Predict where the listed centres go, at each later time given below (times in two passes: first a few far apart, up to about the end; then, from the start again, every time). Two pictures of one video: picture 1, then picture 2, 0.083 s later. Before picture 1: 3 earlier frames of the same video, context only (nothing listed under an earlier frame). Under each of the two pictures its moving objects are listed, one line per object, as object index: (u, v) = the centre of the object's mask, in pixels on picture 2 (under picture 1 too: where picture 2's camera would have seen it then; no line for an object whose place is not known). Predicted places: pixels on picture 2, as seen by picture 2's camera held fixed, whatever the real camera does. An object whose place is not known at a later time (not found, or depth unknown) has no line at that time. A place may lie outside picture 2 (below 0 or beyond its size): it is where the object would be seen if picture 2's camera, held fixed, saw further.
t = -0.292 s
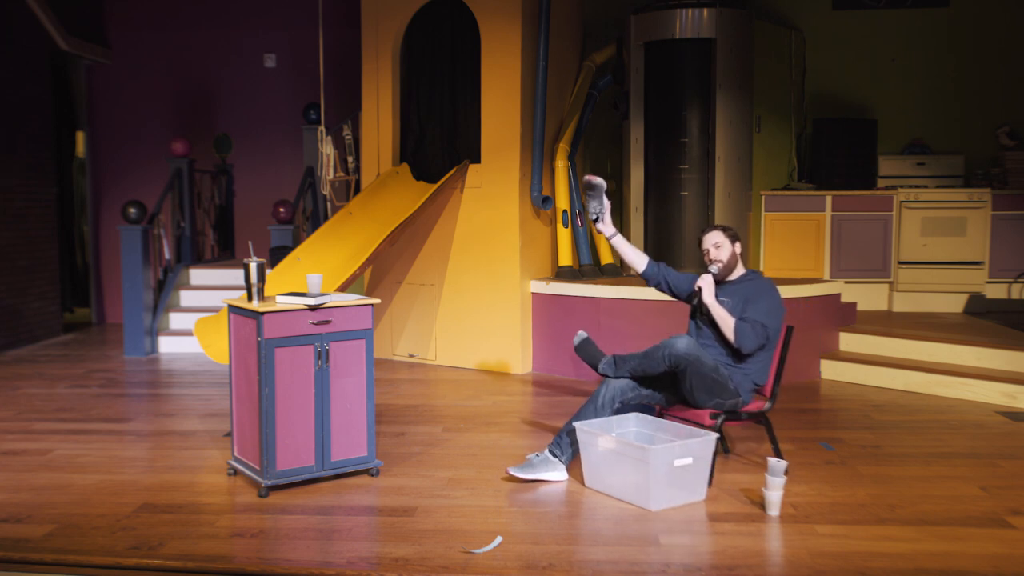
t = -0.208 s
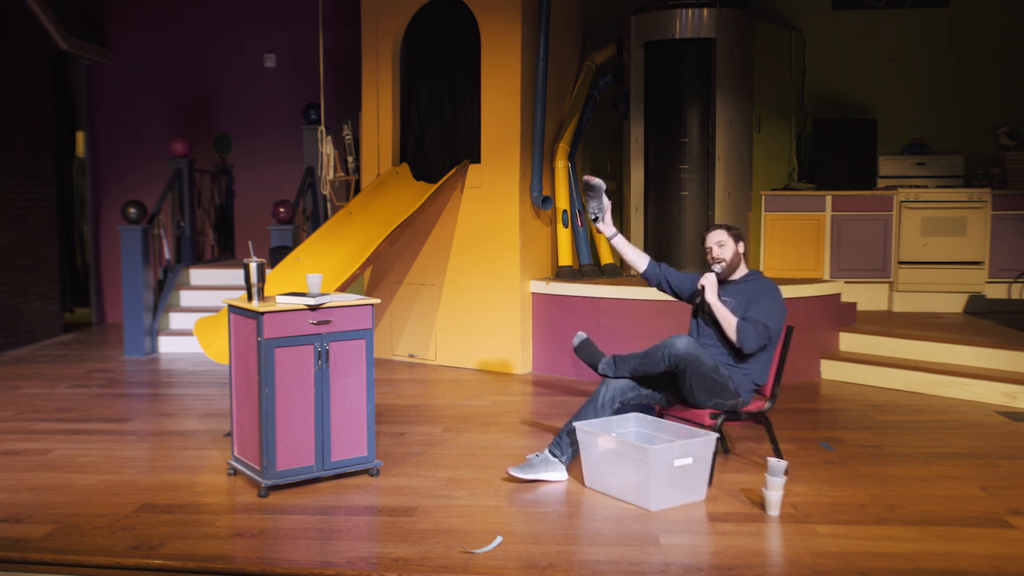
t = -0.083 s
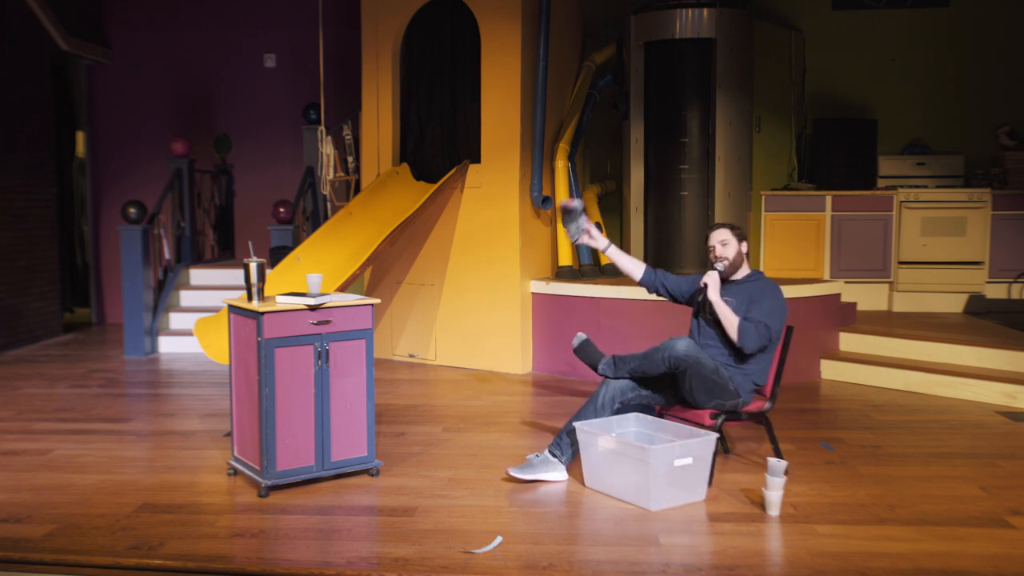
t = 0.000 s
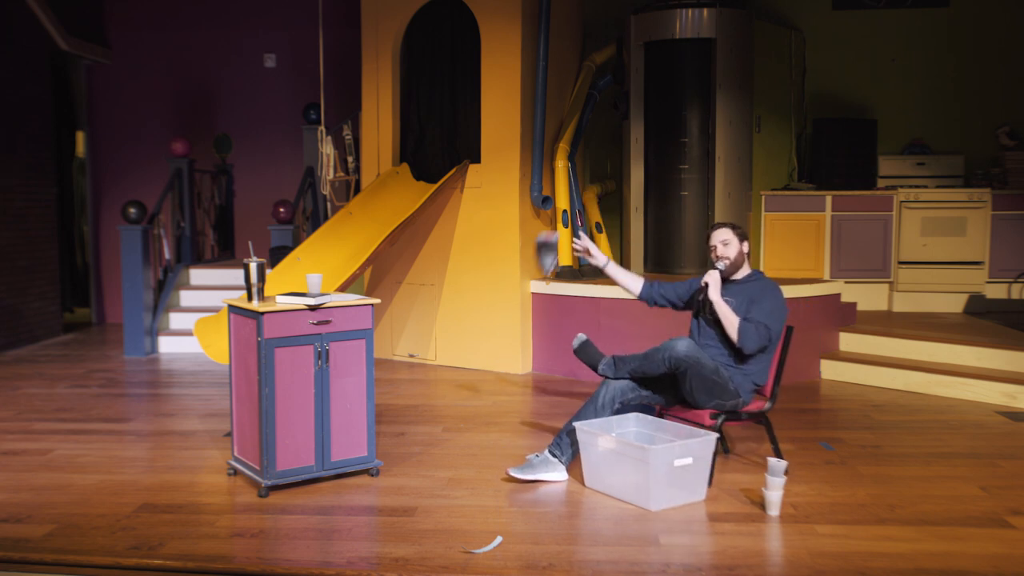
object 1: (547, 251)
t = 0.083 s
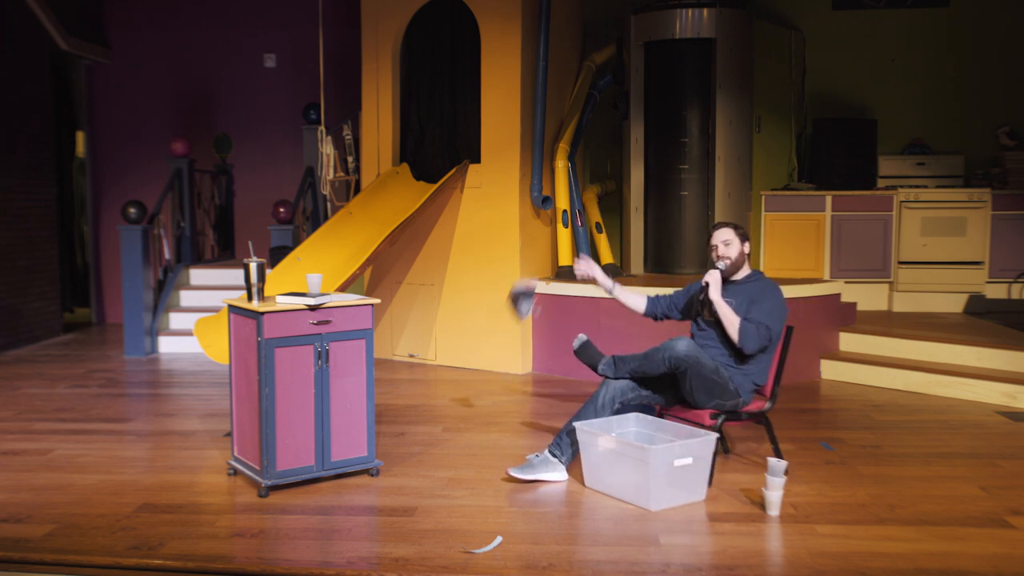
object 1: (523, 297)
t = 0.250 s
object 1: (479, 424)
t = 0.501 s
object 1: (462, 442)
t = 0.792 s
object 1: (455, 455)
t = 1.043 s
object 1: (454, 455)
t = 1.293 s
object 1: (453, 455)
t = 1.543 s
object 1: (454, 455)
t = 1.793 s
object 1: (454, 455)
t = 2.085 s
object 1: (453, 455)
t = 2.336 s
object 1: (454, 455)
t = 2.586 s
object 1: (454, 455)
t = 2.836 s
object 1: (454, 455)
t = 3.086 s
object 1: (454, 455)
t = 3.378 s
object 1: (454, 455)
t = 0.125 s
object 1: (511, 325)
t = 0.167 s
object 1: (501, 357)
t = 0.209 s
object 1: (489, 390)
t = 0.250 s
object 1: (479, 424)
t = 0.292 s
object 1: (468, 448)
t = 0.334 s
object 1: (466, 442)
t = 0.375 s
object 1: (462, 440)
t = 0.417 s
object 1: (459, 440)
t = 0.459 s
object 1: (460, 441)
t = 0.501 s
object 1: (462, 442)
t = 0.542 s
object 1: (461, 445)
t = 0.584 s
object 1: (459, 452)
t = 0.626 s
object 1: (459, 452)
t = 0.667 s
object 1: (458, 454)
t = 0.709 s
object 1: (457, 455)
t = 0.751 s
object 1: (456, 456)
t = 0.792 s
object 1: (455, 455)
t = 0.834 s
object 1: (454, 455)
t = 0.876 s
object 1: (453, 454)
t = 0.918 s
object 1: (452, 454)
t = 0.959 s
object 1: (452, 454)
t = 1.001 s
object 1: (453, 454)
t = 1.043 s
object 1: (454, 455)
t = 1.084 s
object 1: (454, 455)
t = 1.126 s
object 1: (455, 455)
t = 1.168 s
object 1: (454, 455)
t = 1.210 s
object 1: (454, 455)
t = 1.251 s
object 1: (453, 455)
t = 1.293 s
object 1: (453, 455)
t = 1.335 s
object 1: (454, 455)
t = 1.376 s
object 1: (454, 455)
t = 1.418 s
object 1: (454, 455)
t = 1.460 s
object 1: (454, 455)
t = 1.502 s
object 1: (454, 455)
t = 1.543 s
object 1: (454, 455)
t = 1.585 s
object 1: (454, 455)
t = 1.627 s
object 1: (453, 455)
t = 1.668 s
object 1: (454, 455)
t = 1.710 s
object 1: (453, 455)
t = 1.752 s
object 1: (454, 455)
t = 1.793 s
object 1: (454, 455)
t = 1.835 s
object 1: (454, 455)
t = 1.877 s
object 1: (454, 455)
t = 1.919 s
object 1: (454, 455)
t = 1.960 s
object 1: (454, 455)
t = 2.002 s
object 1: (454, 455)
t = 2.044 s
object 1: (454, 455)
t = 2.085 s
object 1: (453, 455)
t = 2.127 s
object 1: (453, 455)
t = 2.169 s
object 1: (453, 455)
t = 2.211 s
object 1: (454, 455)
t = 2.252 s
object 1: (454, 455)
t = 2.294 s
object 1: (454, 455)
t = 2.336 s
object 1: (454, 455)
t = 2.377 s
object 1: (454, 455)
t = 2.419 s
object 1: (454, 455)
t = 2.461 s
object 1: (454, 455)
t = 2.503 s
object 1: (454, 455)
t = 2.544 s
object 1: (454, 455)
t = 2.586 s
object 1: (454, 455)
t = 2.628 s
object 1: (454, 455)
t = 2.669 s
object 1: (454, 455)
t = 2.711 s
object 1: (454, 455)
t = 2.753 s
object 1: (454, 455)
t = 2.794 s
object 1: (454, 455)
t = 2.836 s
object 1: (454, 455)
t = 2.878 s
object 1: (454, 455)
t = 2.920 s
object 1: (454, 455)
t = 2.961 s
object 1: (454, 455)
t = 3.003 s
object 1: (454, 455)
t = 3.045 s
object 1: (454, 455)
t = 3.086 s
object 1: (454, 455)
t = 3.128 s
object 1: (454, 455)
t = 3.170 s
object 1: (454, 455)
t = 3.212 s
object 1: (454, 455)
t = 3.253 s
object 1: (454, 455)
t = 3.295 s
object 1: (454, 455)
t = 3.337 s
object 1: (454, 455)
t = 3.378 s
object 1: (454, 455)
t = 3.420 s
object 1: (454, 455)
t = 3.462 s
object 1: (454, 455)
